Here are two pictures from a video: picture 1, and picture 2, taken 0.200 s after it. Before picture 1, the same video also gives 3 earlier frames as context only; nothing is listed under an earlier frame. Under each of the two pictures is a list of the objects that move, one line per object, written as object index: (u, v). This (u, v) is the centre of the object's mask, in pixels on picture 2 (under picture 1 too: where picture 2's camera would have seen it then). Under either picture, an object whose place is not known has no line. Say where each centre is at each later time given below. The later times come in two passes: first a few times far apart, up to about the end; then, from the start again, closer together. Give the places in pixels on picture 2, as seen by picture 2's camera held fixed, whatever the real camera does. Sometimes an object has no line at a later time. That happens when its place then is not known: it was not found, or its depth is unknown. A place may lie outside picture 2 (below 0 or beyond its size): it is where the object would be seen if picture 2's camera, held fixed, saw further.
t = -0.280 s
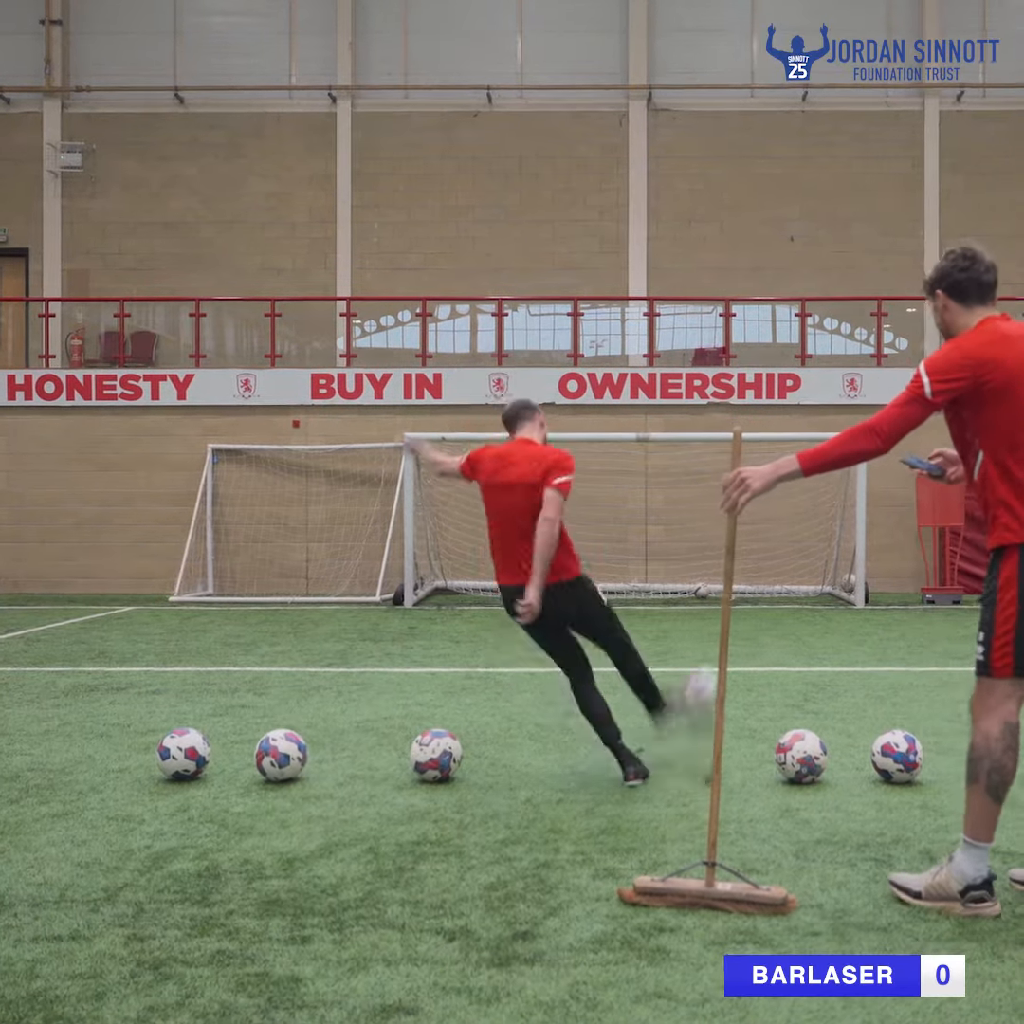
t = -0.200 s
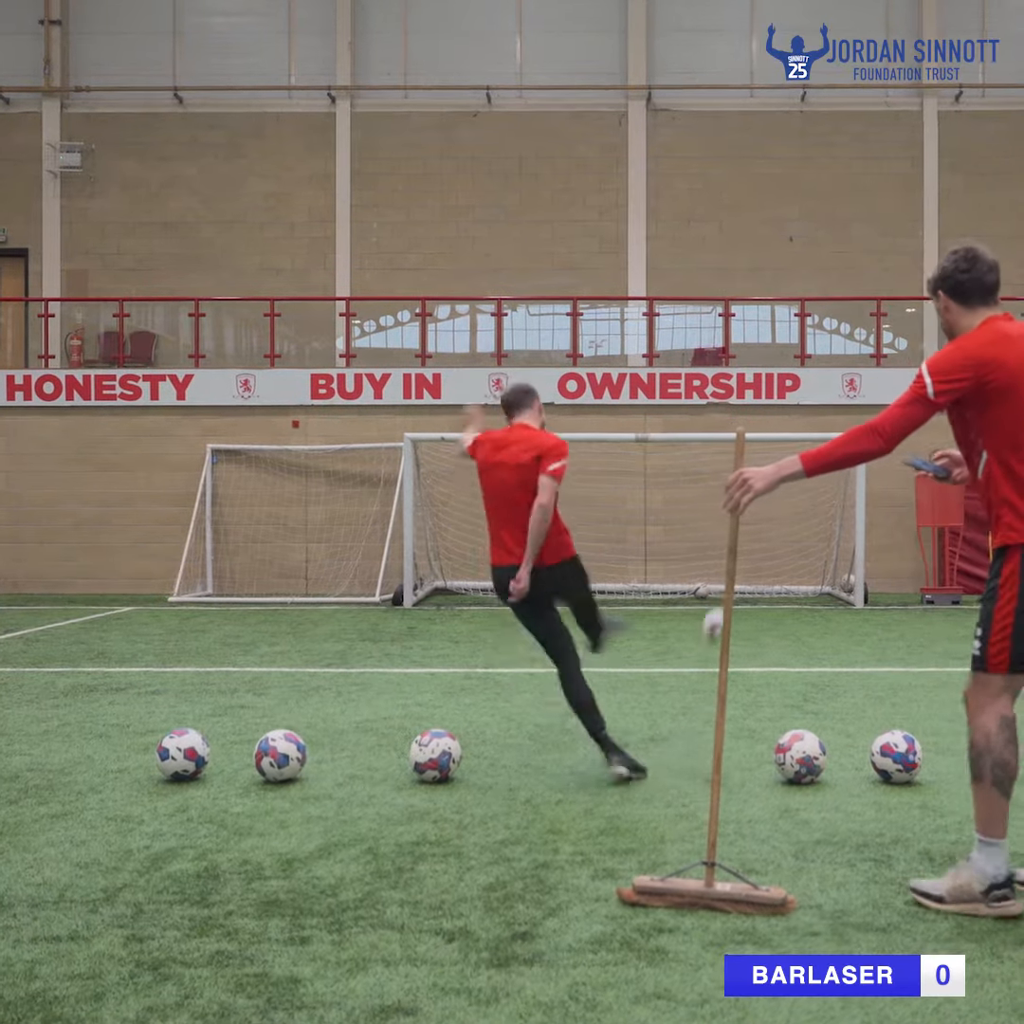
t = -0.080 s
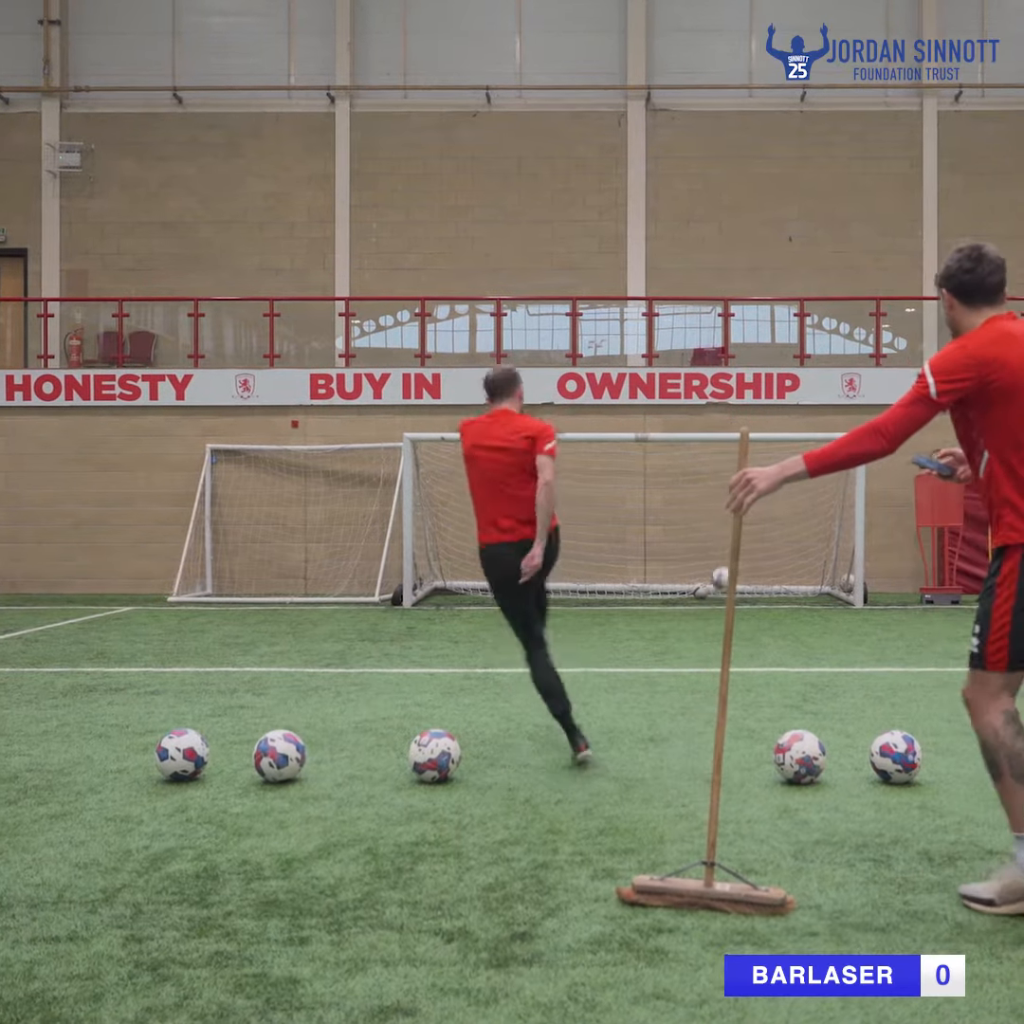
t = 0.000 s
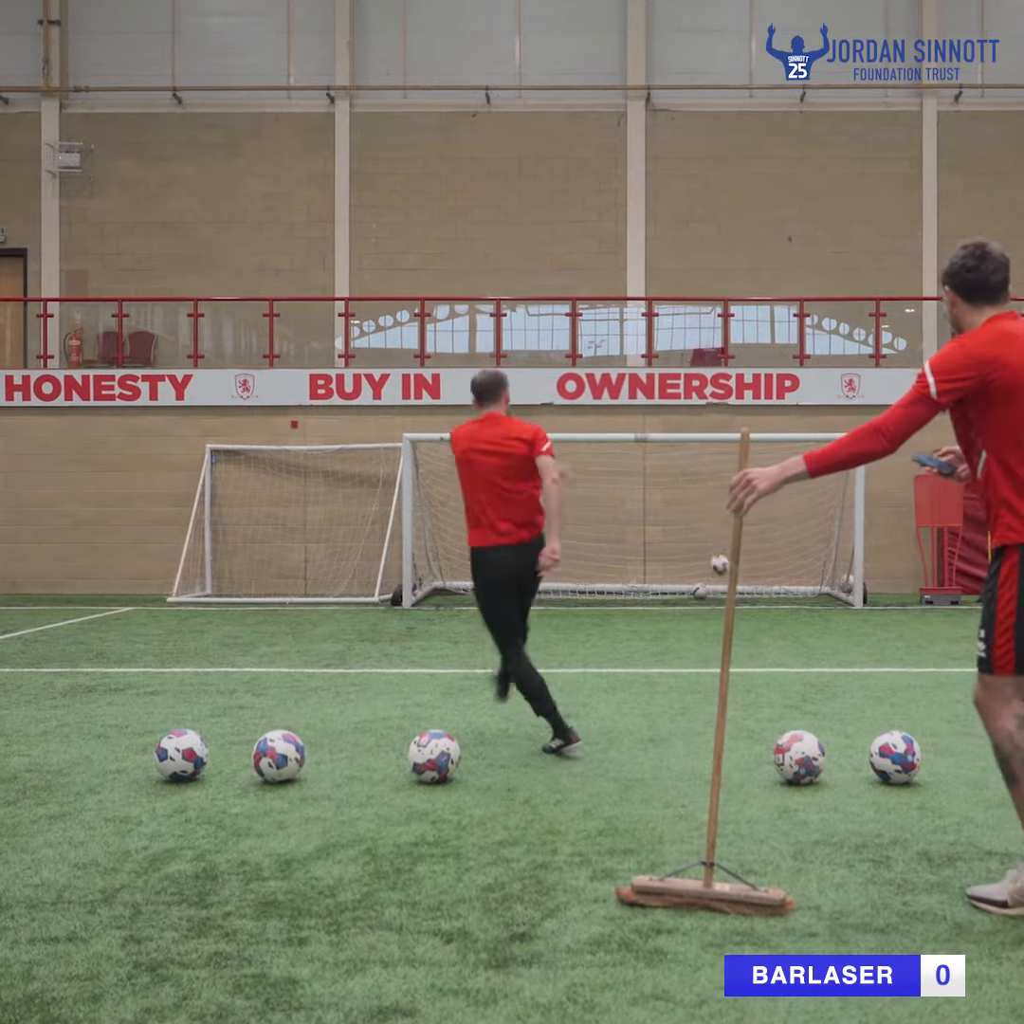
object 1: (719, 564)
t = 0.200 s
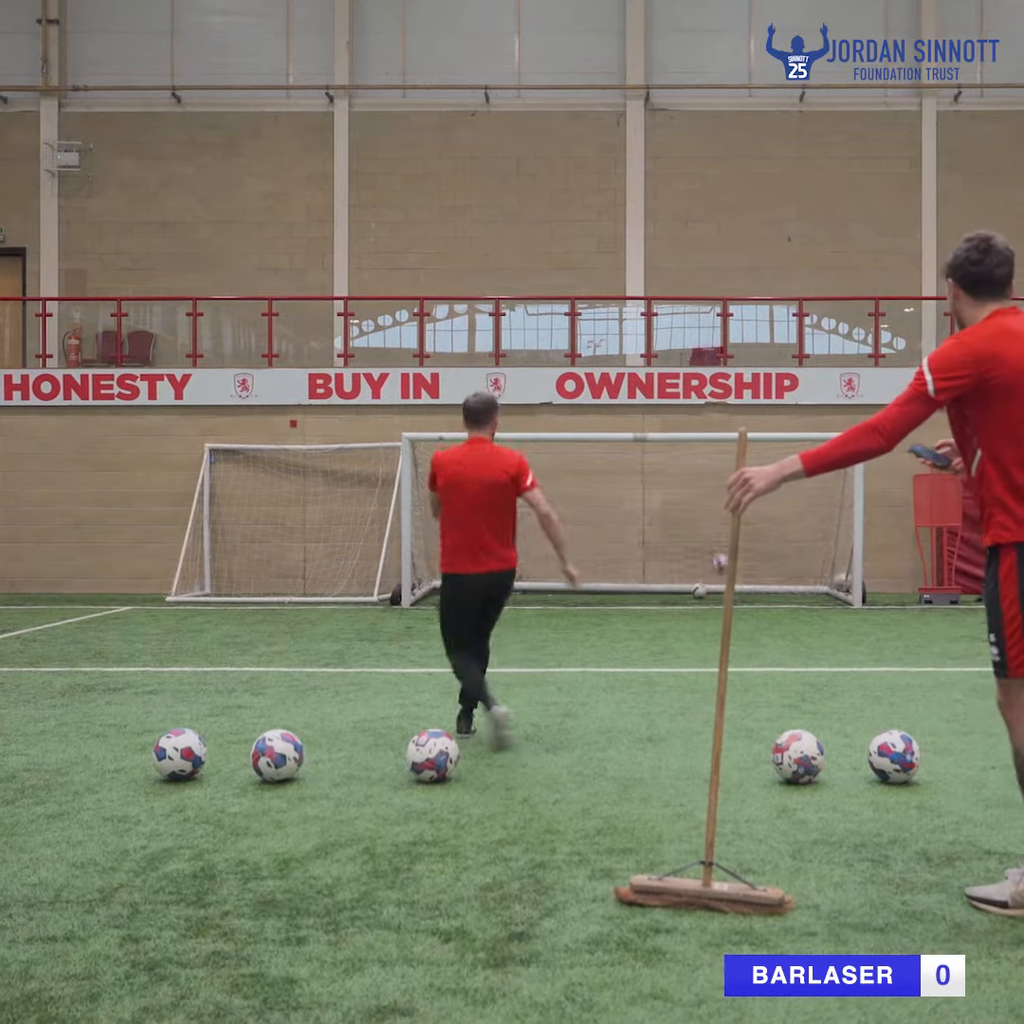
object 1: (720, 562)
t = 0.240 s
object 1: (722, 574)
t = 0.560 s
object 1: (749, 556)
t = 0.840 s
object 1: (772, 592)
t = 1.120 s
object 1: (799, 593)
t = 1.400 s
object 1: (830, 649)
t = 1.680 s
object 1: (873, 660)
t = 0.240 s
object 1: (722, 574)
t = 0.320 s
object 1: (737, 584)
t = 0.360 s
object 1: (739, 579)
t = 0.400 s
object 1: (740, 571)
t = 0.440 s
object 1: (743, 564)
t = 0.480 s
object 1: (744, 561)
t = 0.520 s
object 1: (747, 557)
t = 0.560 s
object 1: (749, 556)
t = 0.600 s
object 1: (752, 555)
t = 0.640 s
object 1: (756, 557)
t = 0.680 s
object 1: (758, 560)
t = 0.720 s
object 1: (762, 565)
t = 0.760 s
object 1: (765, 572)
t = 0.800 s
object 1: (768, 580)
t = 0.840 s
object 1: (772, 592)
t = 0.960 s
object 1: (784, 611)
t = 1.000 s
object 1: (786, 604)
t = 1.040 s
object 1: (791, 598)
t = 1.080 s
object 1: (795, 594)
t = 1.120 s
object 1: (799, 593)
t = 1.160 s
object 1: (803, 594)
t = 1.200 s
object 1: (807, 597)
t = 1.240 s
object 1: (812, 601)
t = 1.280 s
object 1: (816, 609)
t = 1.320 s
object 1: (818, 620)
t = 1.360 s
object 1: (823, 633)
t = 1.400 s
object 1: (830, 649)
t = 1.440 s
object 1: (834, 649)
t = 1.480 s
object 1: (840, 643)
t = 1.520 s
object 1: (845, 642)
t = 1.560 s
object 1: (851, 643)
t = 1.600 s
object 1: (861, 644)
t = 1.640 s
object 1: (864, 651)
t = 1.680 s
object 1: (873, 660)
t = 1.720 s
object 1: (879, 672)
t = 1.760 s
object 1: (888, 683)
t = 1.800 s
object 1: (894, 680)
